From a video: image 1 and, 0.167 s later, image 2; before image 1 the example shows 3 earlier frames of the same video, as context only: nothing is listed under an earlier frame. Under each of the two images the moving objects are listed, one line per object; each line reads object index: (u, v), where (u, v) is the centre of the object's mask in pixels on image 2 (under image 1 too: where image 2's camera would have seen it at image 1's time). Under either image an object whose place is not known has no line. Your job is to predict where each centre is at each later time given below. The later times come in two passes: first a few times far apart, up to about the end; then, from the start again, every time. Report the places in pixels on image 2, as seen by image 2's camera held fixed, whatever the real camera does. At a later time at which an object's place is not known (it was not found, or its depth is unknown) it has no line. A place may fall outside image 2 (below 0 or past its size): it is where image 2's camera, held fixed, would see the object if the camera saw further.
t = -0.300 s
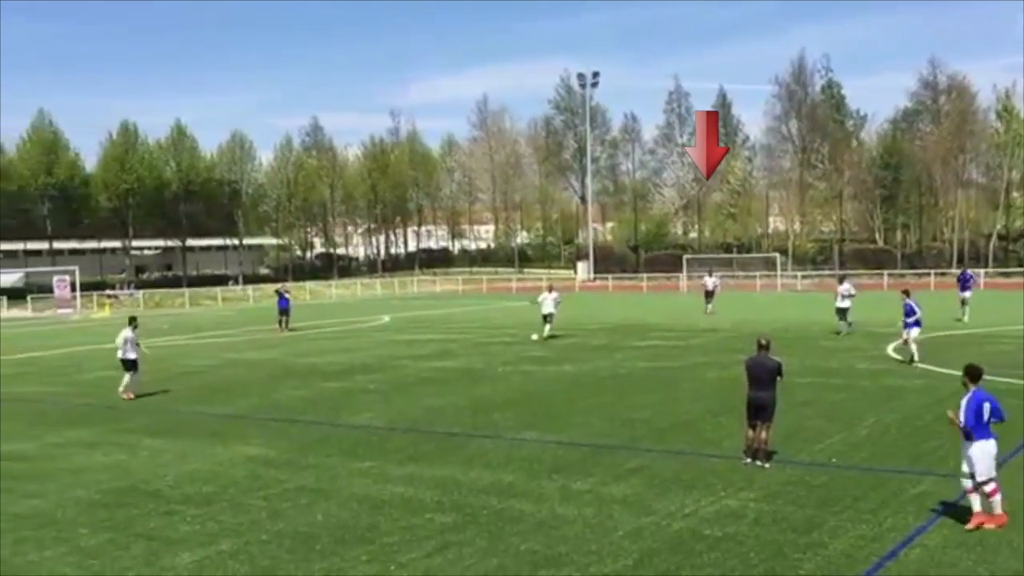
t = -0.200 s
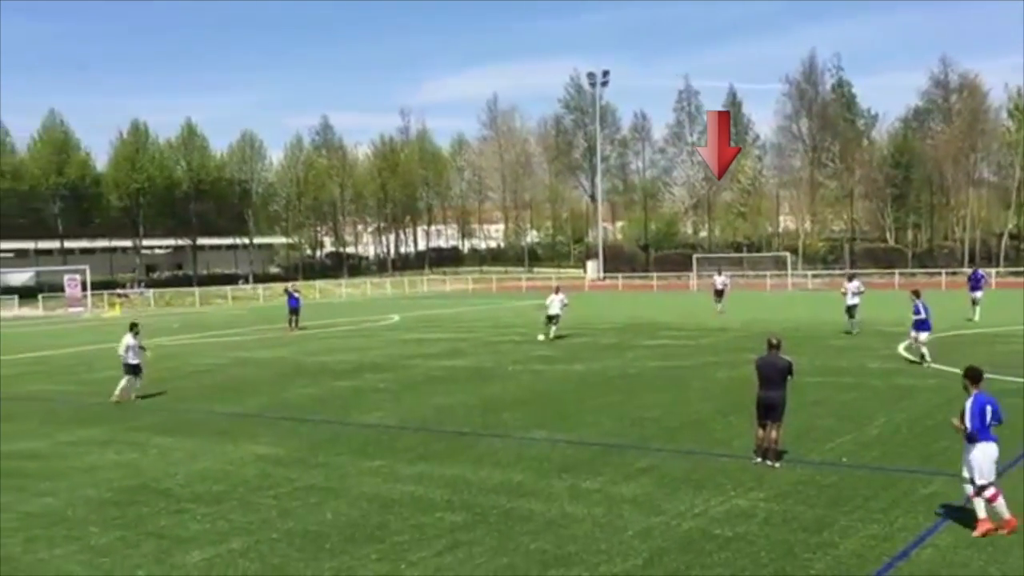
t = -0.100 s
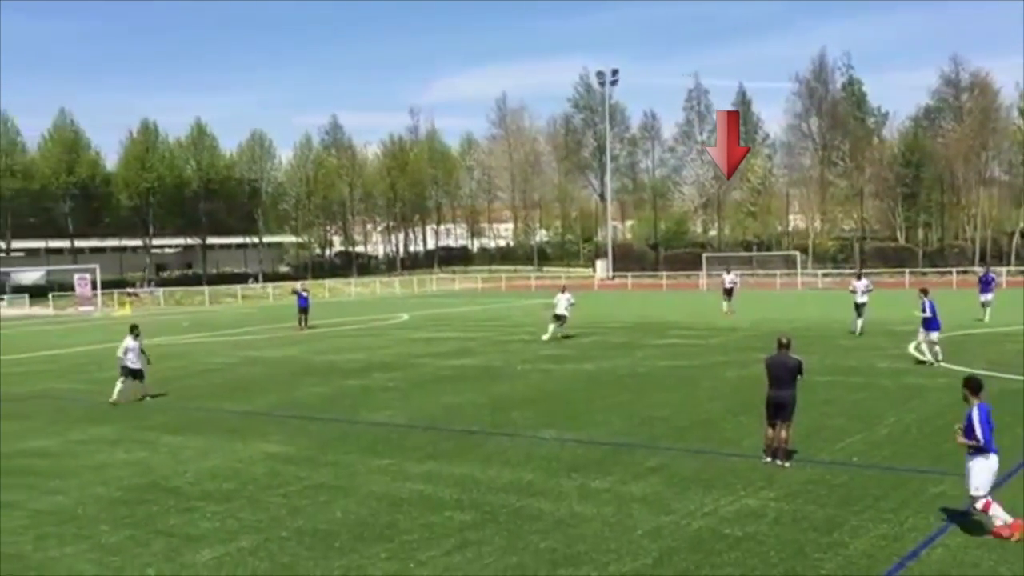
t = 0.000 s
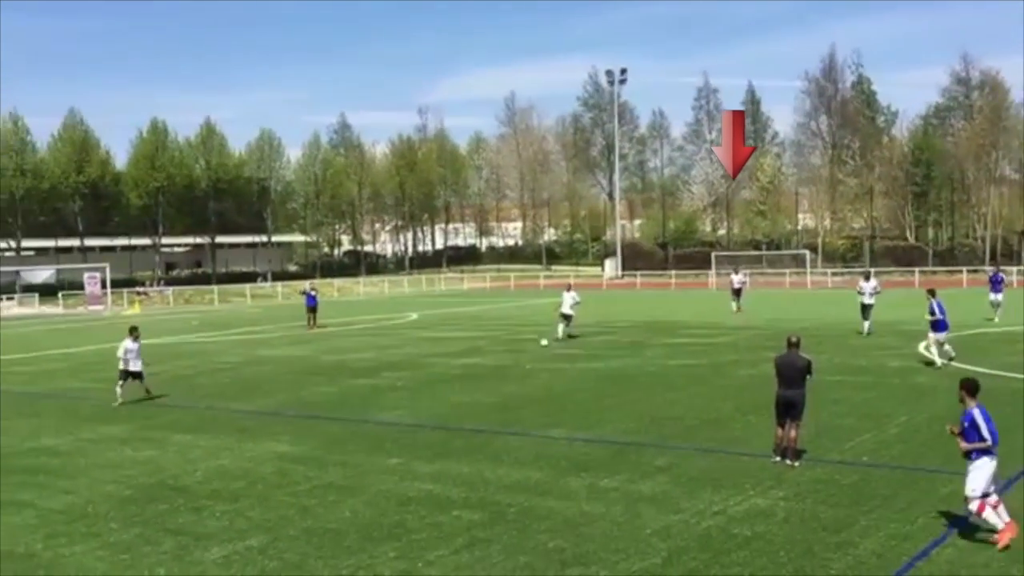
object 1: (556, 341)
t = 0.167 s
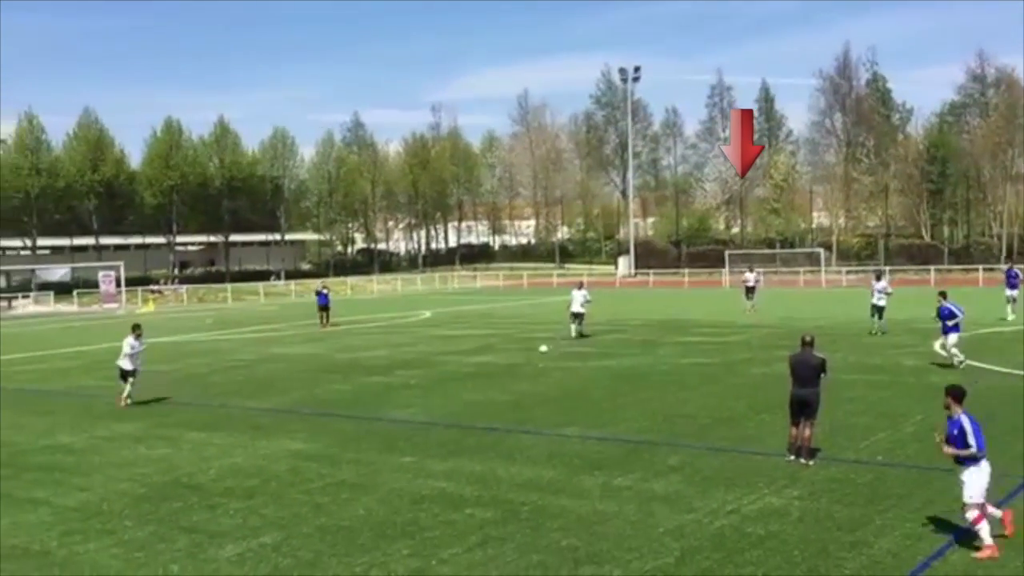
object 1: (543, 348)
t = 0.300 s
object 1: (531, 355)
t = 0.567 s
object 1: (509, 367)
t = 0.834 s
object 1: (488, 377)
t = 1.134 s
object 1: (460, 394)
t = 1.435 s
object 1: (429, 411)
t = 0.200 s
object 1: (540, 349)
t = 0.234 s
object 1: (537, 351)
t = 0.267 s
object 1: (534, 353)
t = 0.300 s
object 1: (531, 355)
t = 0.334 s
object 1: (529, 356)
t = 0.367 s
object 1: (525, 357)
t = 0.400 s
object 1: (522, 359)
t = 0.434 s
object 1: (519, 361)
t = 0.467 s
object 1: (517, 362)
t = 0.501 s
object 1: (514, 363)
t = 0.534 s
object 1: (512, 365)
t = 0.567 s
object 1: (509, 367)
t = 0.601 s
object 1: (506, 369)
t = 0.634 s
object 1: (504, 370)
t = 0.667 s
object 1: (501, 371)
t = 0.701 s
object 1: (498, 373)
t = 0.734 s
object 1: (496, 375)
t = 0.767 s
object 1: (493, 375)
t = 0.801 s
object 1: (490, 376)
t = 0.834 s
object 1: (488, 377)
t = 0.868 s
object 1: (485, 378)
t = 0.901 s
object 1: (482, 381)
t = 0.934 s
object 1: (479, 384)
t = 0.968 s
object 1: (476, 385)
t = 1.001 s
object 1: (473, 386)
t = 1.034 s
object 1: (470, 387)
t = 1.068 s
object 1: (467, 389)
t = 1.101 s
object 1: (464, 391)
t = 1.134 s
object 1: (460, 394)
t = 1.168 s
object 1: (457, 397)
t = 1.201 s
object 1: (454, 397)
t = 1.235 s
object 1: (450, 399)
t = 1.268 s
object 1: (447, 401)
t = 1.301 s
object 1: (443, 403)
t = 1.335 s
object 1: (440, 404)
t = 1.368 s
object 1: (436, 406)
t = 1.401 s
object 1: (433, 409)
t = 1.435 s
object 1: (429, 411)
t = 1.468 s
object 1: (425, 413)
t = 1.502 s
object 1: (421, 415)
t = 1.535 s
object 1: (417, 417)
